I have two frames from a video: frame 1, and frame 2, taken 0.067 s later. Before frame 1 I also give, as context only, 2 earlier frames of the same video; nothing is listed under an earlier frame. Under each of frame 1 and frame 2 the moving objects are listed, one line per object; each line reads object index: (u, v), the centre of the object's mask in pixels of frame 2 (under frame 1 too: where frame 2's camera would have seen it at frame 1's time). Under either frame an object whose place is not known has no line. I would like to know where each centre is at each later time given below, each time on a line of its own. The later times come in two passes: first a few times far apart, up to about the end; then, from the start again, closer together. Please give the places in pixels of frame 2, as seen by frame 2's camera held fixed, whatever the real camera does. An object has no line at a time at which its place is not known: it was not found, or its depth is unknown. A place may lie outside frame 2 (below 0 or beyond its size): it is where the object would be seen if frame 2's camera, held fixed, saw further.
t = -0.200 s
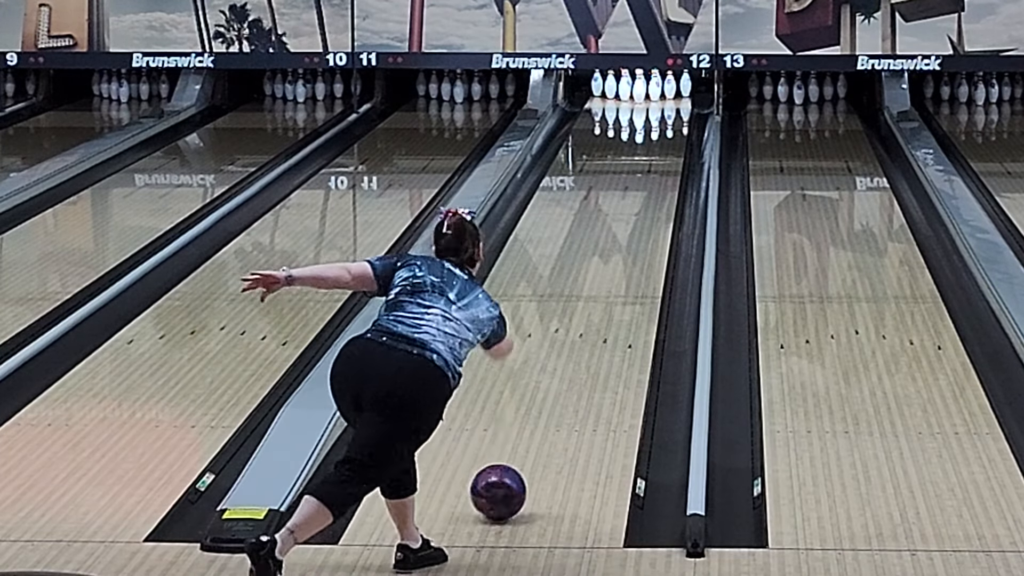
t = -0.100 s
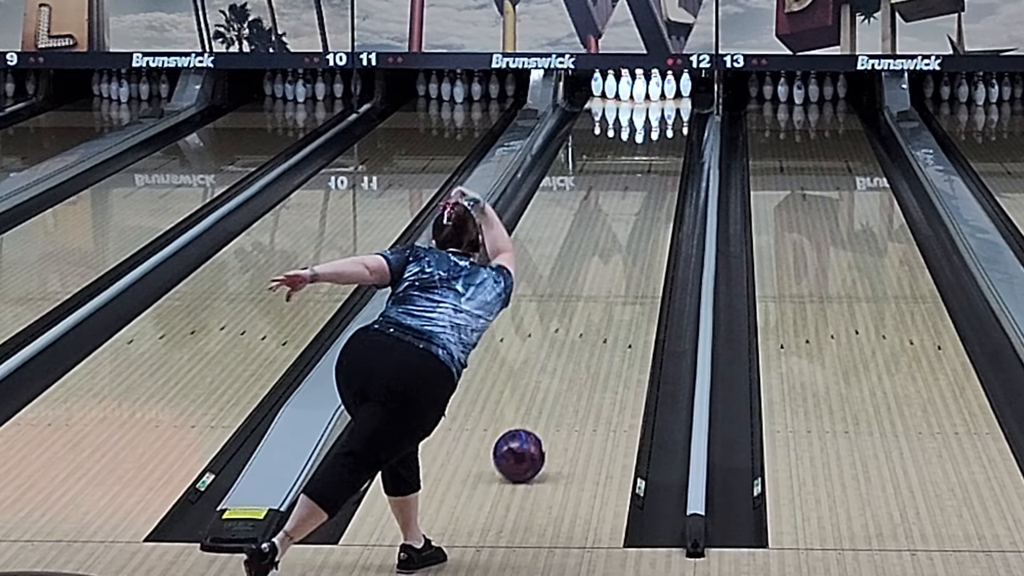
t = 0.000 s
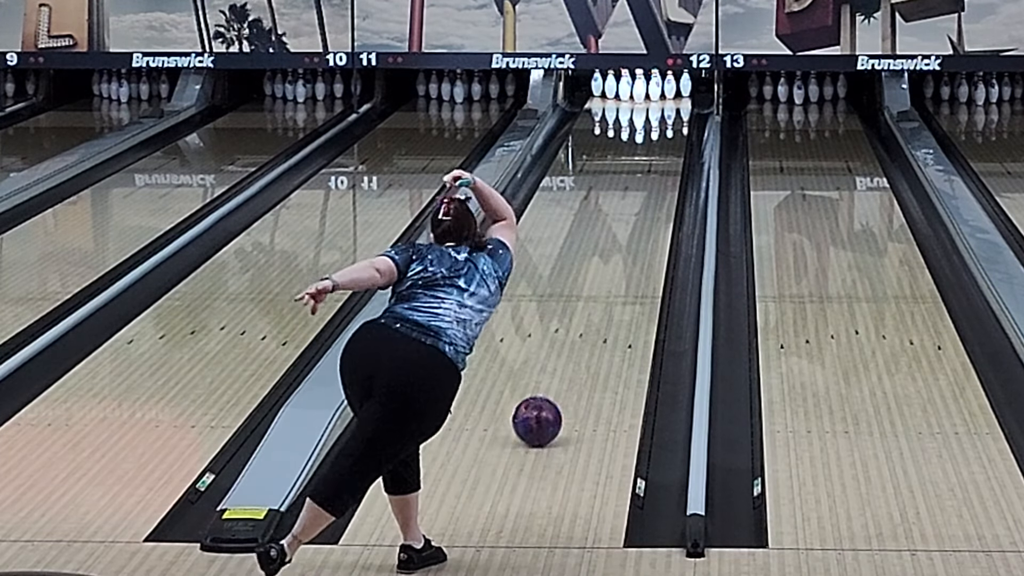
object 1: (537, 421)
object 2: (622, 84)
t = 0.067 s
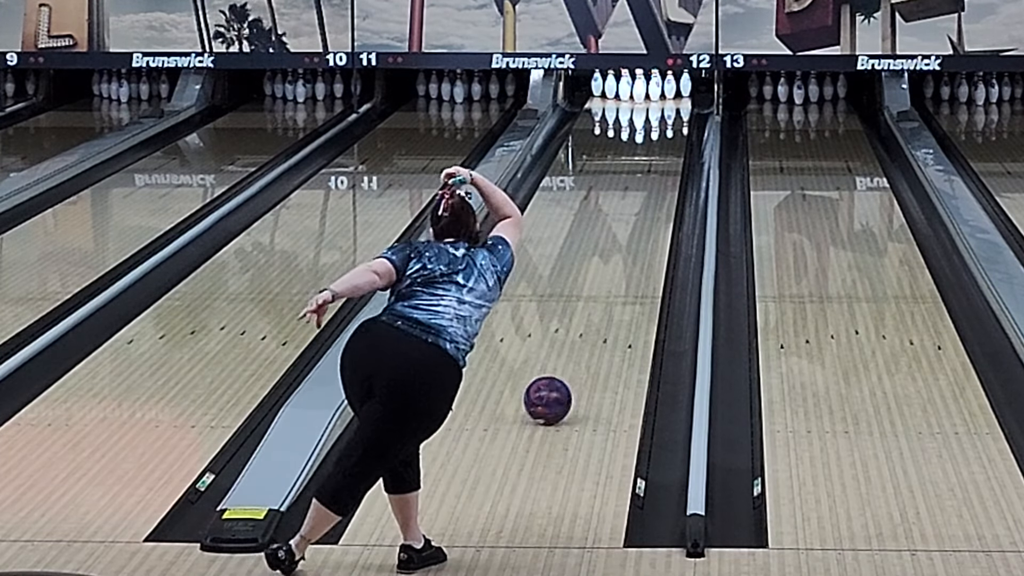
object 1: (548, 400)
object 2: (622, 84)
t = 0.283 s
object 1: (577, 342)
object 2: (622, 84)
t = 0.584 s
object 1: (607, 279)
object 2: (622, 84)
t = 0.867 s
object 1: (629, 234)
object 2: (622, 84)
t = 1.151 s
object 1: (645, 198)
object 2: (622, 84)
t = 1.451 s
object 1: (658, 167)
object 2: (622, 84)
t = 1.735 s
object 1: (665, 143)
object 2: (622, 84)
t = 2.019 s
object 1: (666, 124)
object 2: (623, 84)
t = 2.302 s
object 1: (657, 108)
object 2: (623, 84)
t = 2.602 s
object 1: (647, 94)
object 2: (623, 83)
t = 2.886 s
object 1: (645, 88)
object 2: (598, 86)
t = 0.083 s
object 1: (550, 395)
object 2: (622, 84)
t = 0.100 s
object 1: (552, 390)
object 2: (622, 84)
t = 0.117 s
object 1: (555, 386)
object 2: (622, 84)
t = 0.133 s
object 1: (557, 381)
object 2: (622, 84)
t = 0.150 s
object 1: (560, 376)
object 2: (622, 84)
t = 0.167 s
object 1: (562, 372)
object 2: (622, 84)
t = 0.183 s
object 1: (564, 367)
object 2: (622, 84)
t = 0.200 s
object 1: (567, 363)
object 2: (622, 83)
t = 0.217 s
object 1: (569, 359)
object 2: (622, 84)
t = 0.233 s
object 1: (571, 354)
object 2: (622, 84)
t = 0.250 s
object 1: (573, 350)
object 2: (622, 84)
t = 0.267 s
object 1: (575, 346)
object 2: (622, 84)
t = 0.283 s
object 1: (577, 342)
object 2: (622, 84)
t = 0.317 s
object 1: (581, 334)
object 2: (622, 84)
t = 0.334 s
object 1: (583, 330)
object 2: (622, 84)
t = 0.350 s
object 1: (585, 326)
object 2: (622, 84)
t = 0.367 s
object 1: (586, 323)
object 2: (622, 84)
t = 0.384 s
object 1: (588, 319)
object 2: (622, 84)
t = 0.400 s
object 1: (590, 315)
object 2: (622, 84)
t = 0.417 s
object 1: (592, 312)
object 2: (622, 84)
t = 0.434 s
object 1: (593, 309)
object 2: (622, 84)
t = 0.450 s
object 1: (595, 305)
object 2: (622, 84)
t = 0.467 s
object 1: (597, 302)
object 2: (622, 84)
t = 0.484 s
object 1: (598, 299)
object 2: (622, 84)
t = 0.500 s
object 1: (600, 295)
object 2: (622, 84)
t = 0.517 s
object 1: (601, 292)
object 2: (622, 84)
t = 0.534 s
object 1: (603, 289)
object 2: (622, 84)
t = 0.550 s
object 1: (604, 286)
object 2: (622, 84)
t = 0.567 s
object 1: (606, 283)
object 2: (622, 84)
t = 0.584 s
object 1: (607, 279)
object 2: (622, 84)
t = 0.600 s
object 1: (609, 277)
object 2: (622, 84)
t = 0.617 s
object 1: (610, 274)
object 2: (622, 84)
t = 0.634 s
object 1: (612, 271)
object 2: (622, 84)
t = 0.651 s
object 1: (613, 268)
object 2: (622, 84)
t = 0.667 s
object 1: (614, 265)
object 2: (622, 84)
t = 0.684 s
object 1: (616, 262)
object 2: (622, 84)
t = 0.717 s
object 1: (618, 257)
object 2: (622, 84)
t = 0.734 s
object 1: (620, 254)
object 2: (622, 84)
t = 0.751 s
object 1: (621, 251)
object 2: (622, 84)
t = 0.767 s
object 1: (622, 249)
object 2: (622, 84)
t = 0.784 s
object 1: (623, 246)
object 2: (622, 84)
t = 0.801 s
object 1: (624, 243)
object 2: (622, 84)
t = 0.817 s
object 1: (626, 241)
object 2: (622, 84)
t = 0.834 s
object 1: (626, 239)
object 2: (622, 84)
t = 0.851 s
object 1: (628, 236)
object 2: (622, 84)
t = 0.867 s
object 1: (629, 234)
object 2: (622, 84)
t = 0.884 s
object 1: (630, 231)
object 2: (622, 84)
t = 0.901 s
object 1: (631, 229)
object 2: (622, 84)
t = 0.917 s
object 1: (632, 227)
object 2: (622, 84)
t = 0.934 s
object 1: (633, 225)
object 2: (622, 84)
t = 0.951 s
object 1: (634, 222)
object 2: (622, 84)
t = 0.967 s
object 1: (635, 220)
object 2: (622, 84)
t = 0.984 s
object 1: (636, 218)
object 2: (622, 84)
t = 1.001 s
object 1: (637, 216)
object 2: (622, 84)
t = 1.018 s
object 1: (638, 214)
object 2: (622, 84)
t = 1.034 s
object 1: (639, 212)
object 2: (622, 84)
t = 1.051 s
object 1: (640, 209)
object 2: (623, 84)
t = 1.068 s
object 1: (641, 208)
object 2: (623, 84)
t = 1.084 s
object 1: (641, 206)
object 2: (622, 84)
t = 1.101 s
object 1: (642, 204)
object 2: (622, 84)
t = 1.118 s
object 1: (643, 202)
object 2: (622, 84)
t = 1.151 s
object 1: (645, 198)
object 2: (622, 84)
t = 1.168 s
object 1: (645, 196)
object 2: (622, 84)
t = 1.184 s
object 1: (646, 194)
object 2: (622, 84)
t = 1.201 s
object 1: (647, 192)
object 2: (622, 84)
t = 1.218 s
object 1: (648, 190)
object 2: (622, 84)
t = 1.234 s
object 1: (649, 188)
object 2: (622, 84)
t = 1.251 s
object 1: (650, 187)
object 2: (622, 84)
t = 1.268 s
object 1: (650, 185)
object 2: (622, 84)
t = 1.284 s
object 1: (651, 183)
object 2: (622, 84)
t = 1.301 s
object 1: (652, 181)
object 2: (622, 84)
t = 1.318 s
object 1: (653, 179)
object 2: (622, 84)
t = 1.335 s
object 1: (653, 178)
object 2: (622, 84)
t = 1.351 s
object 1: (654, 176)
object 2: (622, 84)
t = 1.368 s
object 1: (655, 174)
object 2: (622, 84)
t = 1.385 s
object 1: (655, 173)
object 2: (622, 84)
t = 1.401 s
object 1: (655, 171)
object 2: (622, 84)
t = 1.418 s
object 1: (656, 170)
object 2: (622, 84)
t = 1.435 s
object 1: (657, 168)
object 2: (622, 84)
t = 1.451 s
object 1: (658, 167)
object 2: (622, 84)
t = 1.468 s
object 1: (659, 165)
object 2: (622, 84)
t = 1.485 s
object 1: (659, 164)
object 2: (622, 84)
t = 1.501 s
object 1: (659, 162)
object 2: (622, 84)
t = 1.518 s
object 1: (659, 161)
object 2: (622, 84)
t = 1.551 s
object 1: (660, 157)
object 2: (622, 84)
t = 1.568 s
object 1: (661, 156)
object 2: (623, 84)
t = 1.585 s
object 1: (661, 155)
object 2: (622, 84)
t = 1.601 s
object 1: (662, 154)
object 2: (623, 84)
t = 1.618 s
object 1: (663, 152)
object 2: (623, 84)
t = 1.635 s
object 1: (663, 152)
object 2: (623, 84)
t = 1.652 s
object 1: (663, 150)
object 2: (623, 84)
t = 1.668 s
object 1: (664, 149)
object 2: (622, 84)
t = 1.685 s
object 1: (664, 147)
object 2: (622, 84)
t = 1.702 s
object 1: (663, 146)
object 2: (622, 84)
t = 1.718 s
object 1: (664, 145)
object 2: (622, 84)
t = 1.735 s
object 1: (665, 143)
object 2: (622, 84)
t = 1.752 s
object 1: (665, 141)
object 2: (622, 84)
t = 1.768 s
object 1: (665, 141)
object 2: (623, 84)
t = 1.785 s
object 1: (666, 139)
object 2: (623, 84)
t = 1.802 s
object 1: (666, 138)
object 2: (622, 84)
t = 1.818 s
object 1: (666, 137)
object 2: (622, 84)
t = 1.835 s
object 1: (666, 136)
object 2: (622, 84)
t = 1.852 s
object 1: (667, 134)
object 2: (622, 84)
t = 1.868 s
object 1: (666, 133)
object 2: (623, 84)
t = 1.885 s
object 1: (666, 132)
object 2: (623, 84)
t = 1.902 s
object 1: (666, 131)
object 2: (622, 84)
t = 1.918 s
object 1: (666, 129)
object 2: (622, 84)
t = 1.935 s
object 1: (666, 129)
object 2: (622, 84)
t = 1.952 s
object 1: (666, 127)
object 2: (622, 84)
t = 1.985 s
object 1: (666, 125)
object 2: (623, 84)
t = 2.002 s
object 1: (666, 125)
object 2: (622, 84)
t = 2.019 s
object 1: (666, 124)
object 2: (623, 84)
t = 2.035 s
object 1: (665, 122)
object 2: (622, 84)
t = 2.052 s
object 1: (665, 122)
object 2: (622, 84)
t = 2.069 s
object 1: (665, 121)
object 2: (623, 84)
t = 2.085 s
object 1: (665, 120)
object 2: (623, 84)
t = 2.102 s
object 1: (664, 120)
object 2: (623, 84)
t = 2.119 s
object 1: (664, 118)
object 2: (623, 84)
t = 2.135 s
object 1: (663, 117)
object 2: (623, 84)
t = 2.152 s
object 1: (663, 116)
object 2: (623, 84)
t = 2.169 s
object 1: (663, 115)
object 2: (623, 84)
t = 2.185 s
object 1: (662, 114)
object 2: (623, 84)
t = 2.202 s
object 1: (661, 113)
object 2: (623, 84)
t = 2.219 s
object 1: (660, 113)
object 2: (623, 84)
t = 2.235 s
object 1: (660, 111)
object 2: (623, 84)
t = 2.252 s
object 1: (659, 111)
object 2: (623, 84)
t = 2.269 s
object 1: (658, 110)
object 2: (623, 84)
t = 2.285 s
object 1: (658, 109)
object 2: (623, 84)
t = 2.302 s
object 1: (657, 108)
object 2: (623, 84)
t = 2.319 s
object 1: (656, 107)
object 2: (623, 84)
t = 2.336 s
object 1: (656, 106)
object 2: (623, 84)
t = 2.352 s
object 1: (655, 106)
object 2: (622, 84)
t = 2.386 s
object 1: (654, 104)
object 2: (623, 84)
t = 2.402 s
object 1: (654, 103)
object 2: (623, 84)
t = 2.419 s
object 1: (653, 103)
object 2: (622, 84)
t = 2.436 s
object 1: (652, 102)
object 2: (622, 84)
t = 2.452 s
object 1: (652, 101)
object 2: (622, 84)
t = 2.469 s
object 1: (651, 100)
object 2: (622, 83)
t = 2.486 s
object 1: (650, 100)
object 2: (623, 84)
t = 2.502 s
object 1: (650, 99)
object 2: (623, 83)
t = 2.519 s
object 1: (649, 98)
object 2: (623, 83)
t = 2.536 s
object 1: (649, 97)
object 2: (623, 83)
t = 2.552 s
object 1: (648, 97)
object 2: (623, 83)
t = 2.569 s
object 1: (648, 96)
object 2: (623, 83)
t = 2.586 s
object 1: (647, 95)
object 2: (623, 83)
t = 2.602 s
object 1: (647, 94)
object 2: (623, 83)
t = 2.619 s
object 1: (647, 94)
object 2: (623, 84)
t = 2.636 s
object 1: (647, 93)
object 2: (622, 83)
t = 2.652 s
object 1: (647, 93)
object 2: (620, 83)
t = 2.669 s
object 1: (648, 92)
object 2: (617, 83)
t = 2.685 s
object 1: (647, 92)
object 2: (614, 85)
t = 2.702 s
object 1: (647, 91)
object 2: (612, 85)
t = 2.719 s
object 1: (647, 91)
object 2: (610, 84)
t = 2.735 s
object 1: (646, 91)
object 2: (609, 84)
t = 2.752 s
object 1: (646, 90)
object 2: (609, 82)
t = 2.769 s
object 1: (646, 90)
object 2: (608, 81)
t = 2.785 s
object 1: (646, 89)
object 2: (606, 83)
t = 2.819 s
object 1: (646, 89)
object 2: (603, 85)
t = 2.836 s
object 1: (646, 88)
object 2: (601, 86)
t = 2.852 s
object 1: (646, 88)
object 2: (601, 87)
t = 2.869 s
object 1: (646, 88)
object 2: (600, 86)
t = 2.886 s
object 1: (645, 88)
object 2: (598, 86)
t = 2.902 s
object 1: (645, 87)
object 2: (601, 85)
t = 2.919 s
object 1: (644, 87)
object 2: (595, 87)
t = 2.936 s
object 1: (644, 87)
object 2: (594, 86)
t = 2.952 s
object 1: (643, 87)
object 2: (593, 86)
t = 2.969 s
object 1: (643, 87)
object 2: (592, 86)
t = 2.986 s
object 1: (644, 86)
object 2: (593, 85)
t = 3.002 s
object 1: (644, 86)
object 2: (589, 86)
